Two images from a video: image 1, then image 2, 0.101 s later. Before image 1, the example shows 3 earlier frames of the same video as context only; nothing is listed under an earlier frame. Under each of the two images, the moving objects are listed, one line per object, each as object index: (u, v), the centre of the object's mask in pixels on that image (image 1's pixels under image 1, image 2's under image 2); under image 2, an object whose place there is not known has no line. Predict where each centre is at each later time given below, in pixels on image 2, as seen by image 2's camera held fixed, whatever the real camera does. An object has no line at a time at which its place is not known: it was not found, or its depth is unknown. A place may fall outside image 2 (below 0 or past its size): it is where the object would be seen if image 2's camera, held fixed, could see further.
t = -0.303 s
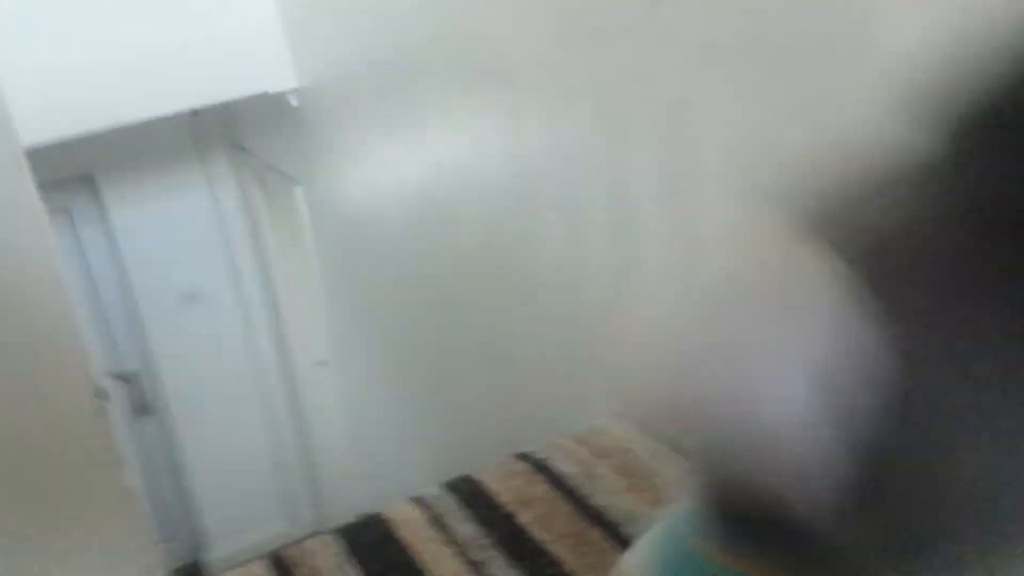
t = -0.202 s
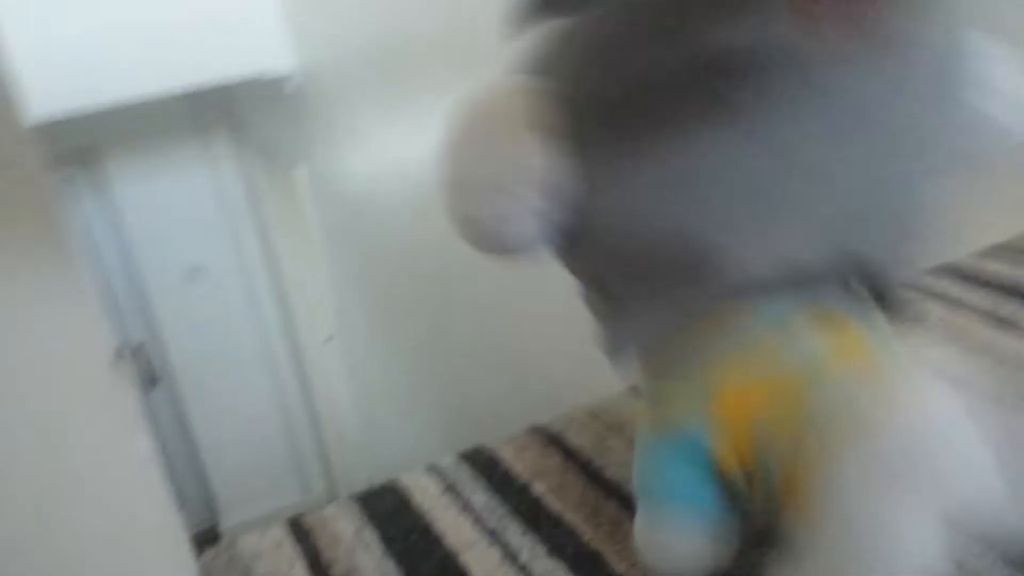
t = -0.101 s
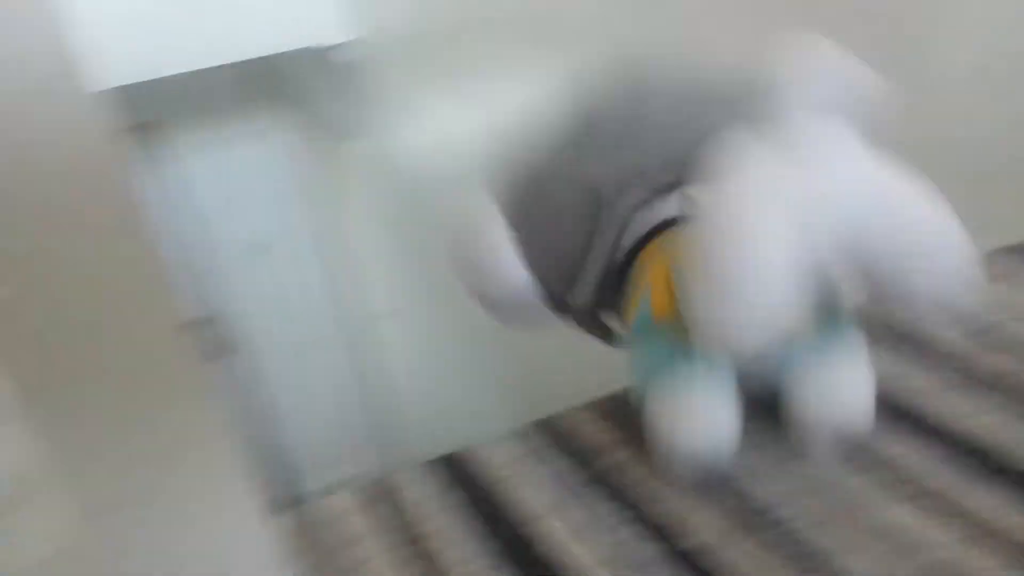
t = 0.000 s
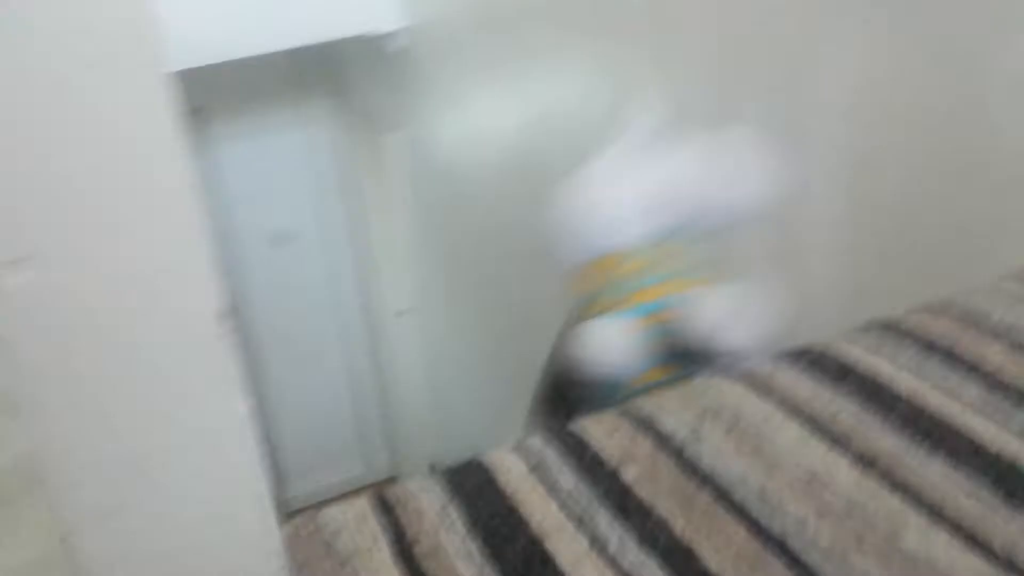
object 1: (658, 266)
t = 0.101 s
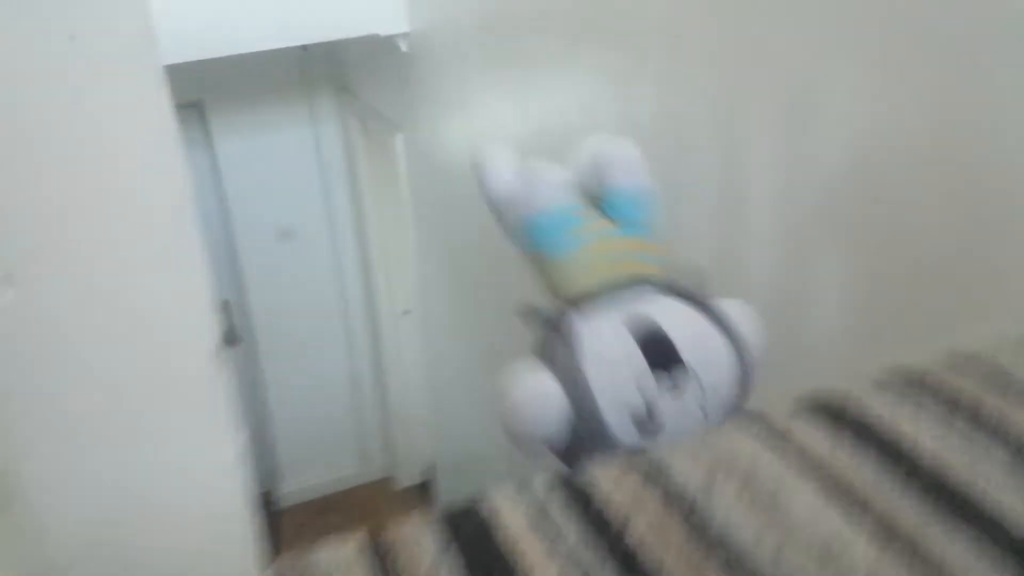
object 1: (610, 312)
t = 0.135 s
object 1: (616, 311)
